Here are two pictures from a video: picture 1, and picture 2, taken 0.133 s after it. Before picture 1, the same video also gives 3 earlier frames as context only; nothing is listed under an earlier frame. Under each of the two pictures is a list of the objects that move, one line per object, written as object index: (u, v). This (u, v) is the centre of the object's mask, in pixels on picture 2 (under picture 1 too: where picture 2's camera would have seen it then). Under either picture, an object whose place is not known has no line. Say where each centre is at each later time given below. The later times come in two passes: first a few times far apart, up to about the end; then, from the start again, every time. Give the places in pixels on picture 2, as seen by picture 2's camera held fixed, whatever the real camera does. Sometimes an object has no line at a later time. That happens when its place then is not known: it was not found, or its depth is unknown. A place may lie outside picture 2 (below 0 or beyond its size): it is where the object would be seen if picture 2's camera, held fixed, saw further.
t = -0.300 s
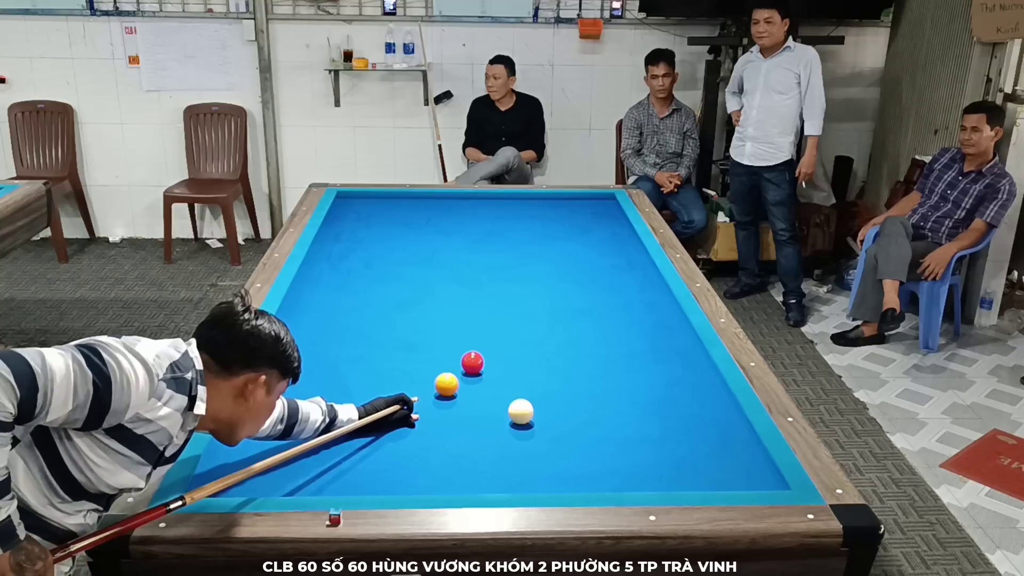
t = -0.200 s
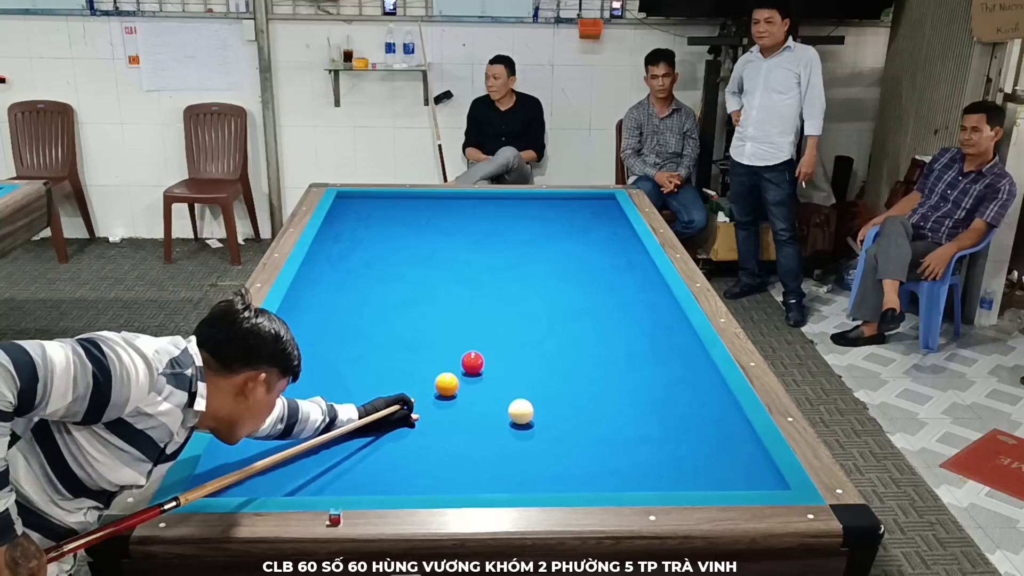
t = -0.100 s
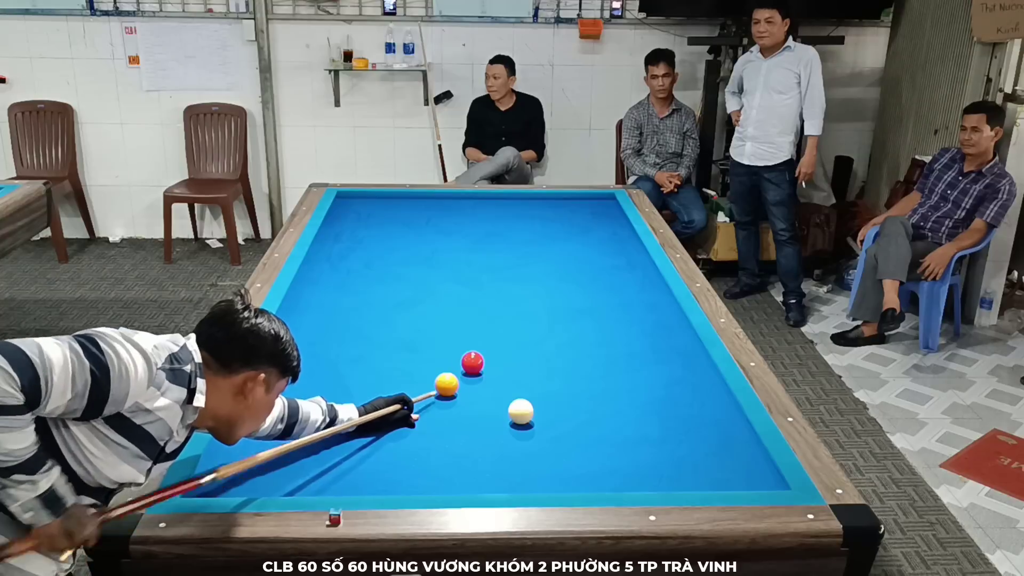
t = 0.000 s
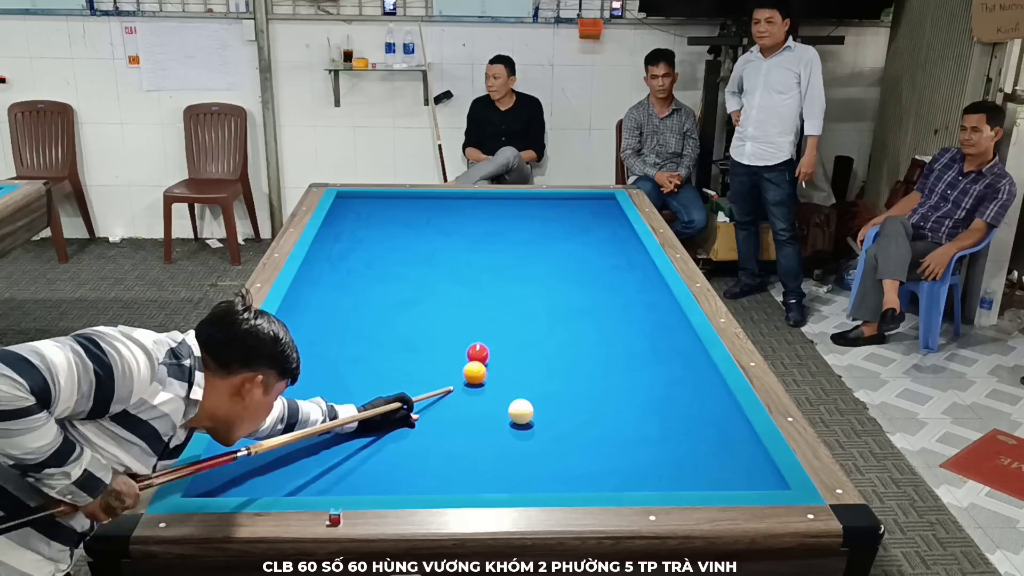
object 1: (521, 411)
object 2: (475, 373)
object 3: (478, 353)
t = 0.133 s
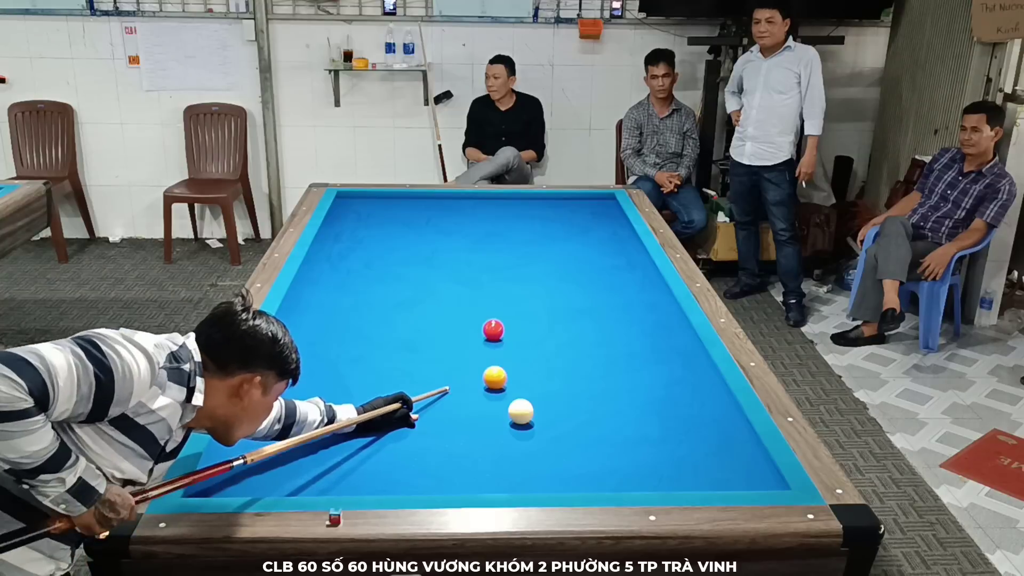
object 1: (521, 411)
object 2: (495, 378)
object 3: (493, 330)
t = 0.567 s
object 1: (521, 416)
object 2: (525, 398)
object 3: (527, 278)
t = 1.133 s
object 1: (523, 442)
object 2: (555, 409)
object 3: (558, 230)
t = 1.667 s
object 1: (525, 465)
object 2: (579, 415)
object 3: (580, 197)
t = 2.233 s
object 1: (528, 485)
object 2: (599, 420)
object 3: (613, 215)
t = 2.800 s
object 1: (528, 479)
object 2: (612, 423)
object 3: (621, 233)
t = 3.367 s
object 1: (529, 473)
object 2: (619, 425)
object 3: (617, 251)
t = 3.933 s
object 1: (528, 472)
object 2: (620, 425)
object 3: (614, 271)
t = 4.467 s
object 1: (528, 472)
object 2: (620, 425)
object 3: (610, 289)
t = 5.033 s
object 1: (528, 472)
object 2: (620, 425)
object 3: (605, 309)
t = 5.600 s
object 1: (528, 472)
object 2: (620, 425)
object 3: (601, 330)
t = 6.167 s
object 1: (528, 472)
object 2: (620, 425)
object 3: (597, 351)
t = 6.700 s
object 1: (528, 472)
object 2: (620, 426)
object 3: (592, 370)
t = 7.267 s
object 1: (528, 472)
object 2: (620, 426)
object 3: (587, 390)
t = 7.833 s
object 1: (528, 472)
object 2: (620, 426)
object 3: (582, 408)
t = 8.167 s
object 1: (528, 472)
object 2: (620, 426)
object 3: (580, 418)
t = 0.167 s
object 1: (521, 411)
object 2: (498, 379)
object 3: (497, 325)
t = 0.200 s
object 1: (521, 411)
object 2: (501, 381)
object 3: (500, 320)
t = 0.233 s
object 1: (521, 411)
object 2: (503, 383)
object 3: (503, 316)
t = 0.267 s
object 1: (521, 411)
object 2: (505, 385)
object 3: (505, 311)
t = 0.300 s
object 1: (521, 411)
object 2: (507, 388)
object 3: (508, 307)
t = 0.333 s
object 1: (521, 411)
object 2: (509, 389)
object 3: (510, 303)
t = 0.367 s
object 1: (521, 411)
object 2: (511, 391)
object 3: (513, 299)
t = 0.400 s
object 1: (521, 411)
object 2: (513, 392)
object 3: (515, 295)
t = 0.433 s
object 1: (521, 412)
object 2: (515, 394)
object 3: (518, 292)
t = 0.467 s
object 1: (521, 412)
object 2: (517, 395)
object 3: (520, 288)
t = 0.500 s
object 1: (521, 412)
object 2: (520, 396)
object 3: (522, 285)
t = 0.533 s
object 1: (521, 414)
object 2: (522, 397)
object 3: (525, 281)
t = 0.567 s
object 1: (521, 416)
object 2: (525, 398)
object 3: (527, 278)
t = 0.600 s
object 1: (521, 417)
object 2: (527, 399)
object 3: (529, 274)
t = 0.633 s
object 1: (521, 419)
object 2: (528, 400)
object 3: (531, 271)
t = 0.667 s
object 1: (521, 420)
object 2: (530, 401)
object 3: (533, 268)
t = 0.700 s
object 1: (521, 422)
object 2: (532, 402)
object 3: (535, 265)
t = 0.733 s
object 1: (521, 423)
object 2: (534, 403)
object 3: (537, 262)
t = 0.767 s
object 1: (521, 425)
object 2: (535, 404)
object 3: (539, 259)
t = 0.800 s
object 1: (521, 426)
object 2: (537, 404)
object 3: (541, 256)
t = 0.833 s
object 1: (521, 428)
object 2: (539, 405)
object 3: (543, 253)
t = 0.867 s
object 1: (522, 430)
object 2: (541, 405)
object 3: (545, 250)
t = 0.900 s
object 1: (522, 431)
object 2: (543, 406)
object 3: (546, 247)
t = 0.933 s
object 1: (522, 432)
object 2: (545, 406)
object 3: (548, 245)
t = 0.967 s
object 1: (522, 434)
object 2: (546, 407)
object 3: (550, 242)
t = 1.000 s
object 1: (522, 436)
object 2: (548, 407)
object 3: (552, 239)
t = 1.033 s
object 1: (522, 437)
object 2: (550, 407)
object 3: (553, 237)
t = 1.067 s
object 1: (522, 439)
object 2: (551, 408)
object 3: (555, 234)
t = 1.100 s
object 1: (522, 440)
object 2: (553, 408)
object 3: (557, 232)
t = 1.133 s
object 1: (523, 442)
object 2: (555, 409)
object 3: (558, 230)
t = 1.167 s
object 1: (523, 443)
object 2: (557, 409)
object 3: (560, 227)
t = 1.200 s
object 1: (523, 444)
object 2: (558, 409)
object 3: (561, 225)
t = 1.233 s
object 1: (523, 446)
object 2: (560, 410)
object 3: (563, 222)
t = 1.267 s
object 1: (523, 448)
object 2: (561, 410)
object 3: (564, 220)
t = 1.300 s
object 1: (523, 449)
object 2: (563, 411)
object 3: (566, 218)
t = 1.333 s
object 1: (524, 450)
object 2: (564, 411)
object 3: (567, 216)
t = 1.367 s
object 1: (524, 452)
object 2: (566, 411)
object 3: (569, 214)
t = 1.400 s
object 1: (524, 454)
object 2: (567, 412)
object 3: (570, 212)
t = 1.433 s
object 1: (524, 455)
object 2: (569, 412)
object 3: (571, 210)
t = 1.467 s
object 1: (524, 457)
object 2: (570, 412)
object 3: (572, 208)
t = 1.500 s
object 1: (524, 458)
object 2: (572, 413)
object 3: (574, 206)
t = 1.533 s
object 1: (524, 459)
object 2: (573, 413)
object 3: (575, 204)
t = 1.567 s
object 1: (525, 461)
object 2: (575, 414)
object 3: (576, 202)
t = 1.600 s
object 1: (525, 462)
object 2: (576, 414)
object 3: (578, 200)
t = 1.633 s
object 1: (525, 464)
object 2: (578, 414)
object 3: (579, 198)
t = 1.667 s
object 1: (525, 465)
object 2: (579, 415)
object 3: (580, 197)
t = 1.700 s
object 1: (525, 467)
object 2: (580, 415)
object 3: (582, 197)
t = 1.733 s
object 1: (525, 468)
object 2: (581, 415)
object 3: (584, 199)
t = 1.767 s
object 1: (525, 469)
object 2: (583, 416)
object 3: (586, 200)
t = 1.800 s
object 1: (526, 471)
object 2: (584, 416)
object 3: (588, 201)
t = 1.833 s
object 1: (526, 472)
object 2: (585, 416)
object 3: (590, 202)
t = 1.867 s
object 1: (526, 474)
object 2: (586, 417)
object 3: (592, 203)
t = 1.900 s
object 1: (526, 475)
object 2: (588, 417)
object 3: (593, 204)
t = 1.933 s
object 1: (526, 476)
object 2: (589, 417)
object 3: (595, 206)
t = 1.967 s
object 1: (527, 478)
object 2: (590, 418)
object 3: (597, 207)
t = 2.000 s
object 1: (527, 479)
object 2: (591, 418)
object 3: (599, 208)
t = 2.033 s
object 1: (527, 480)
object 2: (592, 418)
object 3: (601, 209)
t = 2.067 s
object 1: (527, 481)
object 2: (593, 418)
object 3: (603, 210)
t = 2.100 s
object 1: (527, 482)
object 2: (594, 419)
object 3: (605, 211)
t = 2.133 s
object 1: (528, 483)
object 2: (596, 419)
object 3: (607, 212)
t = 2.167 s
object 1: (528, 483)
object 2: (597, 419)
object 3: (609, 213)
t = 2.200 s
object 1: (528, 484)
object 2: (598, 420)
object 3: (611, 214)
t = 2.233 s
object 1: (528, 485)
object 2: (599, 420)
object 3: (613, 215)
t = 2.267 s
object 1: (528, 486)
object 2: (600, 420)
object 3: (615, 217)
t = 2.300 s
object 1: (528, 486)
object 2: (601, 420)
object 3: (617, 218)
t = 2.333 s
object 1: (528, 485)
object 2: (602, 420)
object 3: (619, 219)
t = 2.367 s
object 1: (528, 485)
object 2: (602, 421)
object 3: (621, 220)
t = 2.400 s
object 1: (528, 484)
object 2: (603, 421)
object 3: (623, 221)
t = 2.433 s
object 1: (528, 484)
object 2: (604, 421)
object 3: (623, 222)
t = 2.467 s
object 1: (528, 483)
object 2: (605, 422)
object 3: (623, 223)
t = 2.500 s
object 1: (528, 483)
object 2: (606, 422)
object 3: (623, 224)
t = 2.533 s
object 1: (528, 483)
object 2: (607, 422)
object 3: (622, 225)
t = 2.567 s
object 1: (528, 482)
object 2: (607, 422)
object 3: (622, 226)
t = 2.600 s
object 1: (528, 482)
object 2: (608, 422)
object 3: (622, 227)
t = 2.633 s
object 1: (528, 481)
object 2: (609, 423)
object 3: (622, 228)
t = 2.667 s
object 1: (528, 481)
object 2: (609, 423)
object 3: (622, 229)
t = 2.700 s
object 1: (528, 481)
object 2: (610, 423)
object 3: (621, 230)
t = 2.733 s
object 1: (528, 480)
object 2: (611, 423)
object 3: (621, 231)
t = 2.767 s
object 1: (528, 480)
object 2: (611, 423)
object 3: (621, 232)
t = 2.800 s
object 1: (528, 479)
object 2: (612, 423)
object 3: (621, 233)
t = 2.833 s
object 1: (528, 479)
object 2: (613, 424)
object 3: (621, 234)
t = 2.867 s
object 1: (528, 479)
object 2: (613, 424)
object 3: (620, 235)
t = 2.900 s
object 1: (528, 478)
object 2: (614, 424)
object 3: (620, 237)
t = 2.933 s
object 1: (528, 478)
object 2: (614, 424)
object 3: (620, 238)
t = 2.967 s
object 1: (528, 477)
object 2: (615, 424)
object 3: (620, 239)
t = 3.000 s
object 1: (528, 477)
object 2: (615, 424)
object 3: (619, 240)
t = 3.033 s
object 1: (528, 476)
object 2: (616, 424)
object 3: (619, 241)
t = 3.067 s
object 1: (529, 476)
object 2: (616, 425)
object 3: (619, 242)
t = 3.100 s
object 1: (529, 476)
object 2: (616, 425)
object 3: (619, 243)
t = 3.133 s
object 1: (529, 475)
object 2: (617, 425)
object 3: (619, 244)
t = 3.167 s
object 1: (529, 475)
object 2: (617, 425)
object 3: (619, 245)
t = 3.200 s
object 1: (529, 475)
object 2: (617, 425)
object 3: (618, 246)
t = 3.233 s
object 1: (529, 474)
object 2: (617, 425)
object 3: (618, 247)
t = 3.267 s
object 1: (529, 474)
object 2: (618, 425)
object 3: (618, 248)
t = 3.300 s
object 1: (529, 474)
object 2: (618, 425)
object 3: (618, 249)
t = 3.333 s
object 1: (529, 473)
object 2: (618, 425)
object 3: (617, 250)
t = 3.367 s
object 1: (529, 473)
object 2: (619, 425)
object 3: (617, 251)
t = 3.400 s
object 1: (529, 473)
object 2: (619, 425)
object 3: (617, 253)
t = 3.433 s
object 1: (529, 473)
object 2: (619, 425)
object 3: (617, 254)
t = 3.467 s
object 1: (529, 473)
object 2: (619, 425)
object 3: (616, 255)
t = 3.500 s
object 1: (529, 472)
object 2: (619, 425)
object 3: (616, 256)
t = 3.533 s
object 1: (529, 472)
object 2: (619, 425)
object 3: (616, 257)
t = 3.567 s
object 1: (529, 472)
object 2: (620, 425)
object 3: (616, 258)
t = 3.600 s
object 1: (529, 472)
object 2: (620, 425)
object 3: (616, 259)
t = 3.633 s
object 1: (528, 472)
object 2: (620, 425)
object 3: (615, 260)
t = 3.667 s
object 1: (528, 472)
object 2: (620, 425)
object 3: (615, 262)
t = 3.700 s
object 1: (528, 472)
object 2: (620, 425)
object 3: (615, 263)
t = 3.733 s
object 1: (528, 472)
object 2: (620, 425)
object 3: (615, 264)
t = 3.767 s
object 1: (528, 472)
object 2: (620, 425)
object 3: (615, 265)
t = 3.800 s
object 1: (528, 472)
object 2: (620, 425)
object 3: (614, 266)
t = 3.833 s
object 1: (528, 472)
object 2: (620, 425)
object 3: (614, 267)
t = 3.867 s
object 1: (528, 472)
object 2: (620, 425)
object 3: (614, 268)
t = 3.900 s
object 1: (528, 472)
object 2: (620, 425)
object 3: (614, 269)
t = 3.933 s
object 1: (528, 472)
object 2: (620, 425)
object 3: (614, 271)
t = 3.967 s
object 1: (528, 472)
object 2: (620, 425)
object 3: (613, 272)
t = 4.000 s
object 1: (528, 472)
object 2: (620, 425)
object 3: (613, 273)
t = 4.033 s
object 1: (528, 472)
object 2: (620, 425)
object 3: (613, 274)
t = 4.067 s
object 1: (528, 472)
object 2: (620, 425)
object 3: (613, 275)
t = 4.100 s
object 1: (528, 472)
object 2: (620, 425)
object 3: (612, 276)
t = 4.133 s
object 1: (528, 472)
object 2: (620, 425)
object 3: (612, 277)
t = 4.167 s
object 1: (528, 472)
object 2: (620, 425)
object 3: (612, 279)
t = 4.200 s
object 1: (528, 472)
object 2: (620, 425)
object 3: (611, 280)
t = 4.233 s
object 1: (528, 472)
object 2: (620, 425)
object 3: (611, 281)
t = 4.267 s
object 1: (528, 472)
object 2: (620, 425)
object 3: (611, 282)
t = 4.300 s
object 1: (528, 472)
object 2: (620, 425)
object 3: (611, 283)
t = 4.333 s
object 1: (528, 472)
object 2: (620, 425)
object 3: (610, 284)
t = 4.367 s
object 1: (528, 472)
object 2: (620, 425)
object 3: (610, 286)
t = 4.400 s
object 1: (528, 472)
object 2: (620, 425)
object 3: (610, 287)
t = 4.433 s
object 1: (528, 472)
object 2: (620, 425)
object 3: (610, 288)
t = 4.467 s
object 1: (528, 472)
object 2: (620, 425)
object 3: (610, 289)
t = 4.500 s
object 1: (528, 472)
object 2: (620, 425)
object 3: (609, 290)
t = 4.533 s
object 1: (528, 472)
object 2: (620, 425)
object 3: (609, 292)
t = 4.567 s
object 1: (528, 472)
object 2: (620, 425)
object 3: (609, 293)
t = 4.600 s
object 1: (528, 472)
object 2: (620, 425)
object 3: (608, 294)
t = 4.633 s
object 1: (528, 472)
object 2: (620, 425)
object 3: (608, 295)
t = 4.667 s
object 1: (528, 472)
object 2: (620, 425)
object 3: (608, 296)
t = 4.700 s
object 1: (528, 472)
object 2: (620, 425)
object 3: (608, 297)
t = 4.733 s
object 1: (528, 472)
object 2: (620, 425)
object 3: (607, 299)
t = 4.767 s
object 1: (528, 472)
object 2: (620, 425)
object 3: (607, 300)
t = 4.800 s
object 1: (528, 472)
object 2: (620, 425)
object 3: (607, 301)
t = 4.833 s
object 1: (528, 472)
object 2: (620, 425)
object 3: (607, 302)
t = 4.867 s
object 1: (528, 472)
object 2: (620, 425)
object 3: (607, 303)
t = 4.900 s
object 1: (528, 472)
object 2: (620, 425)
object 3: (606, 305)
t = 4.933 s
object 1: (528, 472)
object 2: (620, 425)
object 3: (606, 306)
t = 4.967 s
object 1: (528, 472)
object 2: (620, 425)
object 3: (606, 307)
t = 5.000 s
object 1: (528, 472)
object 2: (620, 425)
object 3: (606, 308)
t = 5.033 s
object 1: (528, 472)
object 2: (620, 425)
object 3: (605, 309)
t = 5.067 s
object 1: (528, 472)
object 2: (620, 425)
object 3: (605, 311)
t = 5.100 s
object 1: (528, 472)
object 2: (620, 425)
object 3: (605, 312)
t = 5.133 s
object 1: (528, 472)
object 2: (620, 425)
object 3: (605, 313)
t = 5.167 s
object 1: (528, 472)
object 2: (620, 425)
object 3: (604, 314)
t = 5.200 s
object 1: (528, 472)
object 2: (620, 425)
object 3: (604, 316)
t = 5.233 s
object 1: (528, 472)
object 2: (620, 425)
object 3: (604, 317)
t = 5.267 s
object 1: (528, 472)
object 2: (620, 425)
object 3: (604, 318)
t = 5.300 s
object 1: (528, 472)
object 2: (620, 425)
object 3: (603, 319)
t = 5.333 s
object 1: (528, 472)
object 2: (620, 425)
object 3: (603, 320)
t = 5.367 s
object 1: (528, 472)
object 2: (620, 425)
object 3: (603, 322)
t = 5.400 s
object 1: (528, 472)
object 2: (620, 425)
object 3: (603, 323)
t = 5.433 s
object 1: (528, 472)
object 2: (620, 425)
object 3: (602, 324)
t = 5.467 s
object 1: (528, 472)
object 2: (620, 425)
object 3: (602, 325)
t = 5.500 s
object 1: (528, 472)
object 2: (620, 425)
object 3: (602, 326)
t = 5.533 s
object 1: (528, 472)
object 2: (620, 425)
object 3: (602, 328)
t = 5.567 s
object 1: (528, 472)
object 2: (620, 425)
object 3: (601, 329)
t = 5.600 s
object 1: (528, 472)
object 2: (620, 425)
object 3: (601, 330)
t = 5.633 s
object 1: (528, 472)
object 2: (620, 425)
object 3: (601, 331)
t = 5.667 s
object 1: (528, 472)
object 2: (620, 425)
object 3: (601, 332)
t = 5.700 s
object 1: (528, 472)
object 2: (620, 425)
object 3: (600, 334)
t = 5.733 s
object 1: (528, 472)
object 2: (620, 425)
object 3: (600, 335)
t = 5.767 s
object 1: (528, 472)
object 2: (620, 425)
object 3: (600, 336)
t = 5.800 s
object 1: (528, 472)
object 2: (620, 425)
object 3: (600, 337)
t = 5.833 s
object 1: (528, 472)
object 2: (620, 425)
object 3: (599, 338)
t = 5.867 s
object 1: (528, 472)
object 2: (620, 425)
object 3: (599, 340)
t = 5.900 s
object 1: (528, 472)
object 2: (620, 425)
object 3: (599, 341)
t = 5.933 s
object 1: (528, 472)
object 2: (620, 425)
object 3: (598, 342)
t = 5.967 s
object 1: (528, 472)
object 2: (620, 425)
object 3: (598, 343)
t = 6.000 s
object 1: (528, 472)
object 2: (620, 425)
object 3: (598, 344)
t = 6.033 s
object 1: (528, 472)
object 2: (620, 425)
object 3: (598, 346)
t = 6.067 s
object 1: (528, 472)
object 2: (620, 425)
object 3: (597, 347)
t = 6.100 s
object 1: (528, 472)
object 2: (620, 425)
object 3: (597, 348)
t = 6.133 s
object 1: (528, 472)
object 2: (620, 425)
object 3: (597, 349)
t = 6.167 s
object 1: (528, 472)
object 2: (620, 425)
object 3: (597, 351)
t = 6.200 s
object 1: (528, 472)
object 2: (620, 425)
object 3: (596, 352)
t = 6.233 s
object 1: (528, 472)
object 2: (620, 425)
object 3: (596, 353)
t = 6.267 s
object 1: (528, 472)
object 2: (620, 425)
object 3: (596, 354)
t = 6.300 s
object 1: (528, 472)
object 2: (620, 425)
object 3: (596, 355)
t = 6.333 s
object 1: (528, 472)
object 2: (620, 425)
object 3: (595, 357)
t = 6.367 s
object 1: (528, 472)
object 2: (620, 426)
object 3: (595, 358)
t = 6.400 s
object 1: (528, 472)
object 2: (620, 426)
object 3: (595, 359)
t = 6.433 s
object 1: (528, 472)
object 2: (620, 425)
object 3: (595, 360)
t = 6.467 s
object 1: (528, 472)
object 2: (620, 425)
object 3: (594, 361)
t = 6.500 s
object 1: (528, 472)
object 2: (620, 426)
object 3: (594, 363)
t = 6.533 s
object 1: (528, 472)
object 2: (620, 425)
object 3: (594, 364)
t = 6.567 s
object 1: (528, 472)
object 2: (620, 426)
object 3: (593, 365)
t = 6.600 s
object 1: (528, 472)
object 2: (620, 426)
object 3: (593, 366)
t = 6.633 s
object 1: (528, 472)
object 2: (620, 426)
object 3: (593, 368)
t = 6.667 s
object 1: (528, 472)
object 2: (620, 426)
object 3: (592, 369)
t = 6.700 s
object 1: (528, 472)
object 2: (620, 426)
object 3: (592, 370)
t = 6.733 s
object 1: (528, 472)
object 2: (620, 426)
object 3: (592, 371)
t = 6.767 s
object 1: (528, 472)
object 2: (620, 426)
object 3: (592, 372)
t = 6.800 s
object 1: (528, 472)
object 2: (620, 426)
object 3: (591, 374)
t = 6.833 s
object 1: (528, 472)
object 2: (620, 426)
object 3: (591, 375)
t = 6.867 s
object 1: (528, 472)
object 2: (620, 426)
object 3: (591, 376)
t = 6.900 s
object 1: (528, 472)
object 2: (620, 425)
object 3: (590, 377)
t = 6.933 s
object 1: (528, 472)
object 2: (620, 426)
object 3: (590, 378)
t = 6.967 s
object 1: (528, 472)
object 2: (620, 425)
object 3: (590, 379)
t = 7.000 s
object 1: (528, 472)
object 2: (620, 425)
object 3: (589, 380)
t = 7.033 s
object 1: (528, 472)
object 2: (620, 425)
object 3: (589, 381)
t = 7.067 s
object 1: (528, 472)
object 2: (620, 426)
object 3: (589, 383)
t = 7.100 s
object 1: (528, 472)
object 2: (620, 426)
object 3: (589, 384)
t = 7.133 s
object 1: (528, 472)
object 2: (620, 426)
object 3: (588, 385)
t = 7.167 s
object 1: (528, 472)
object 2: (620, 426)
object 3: (588, 386)
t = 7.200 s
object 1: (528, 472)
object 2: (620, 425)
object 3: (588, 387)
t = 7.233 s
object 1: (528, 472)
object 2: (620, 425)
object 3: (587, 388)
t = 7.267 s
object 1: (528, 472)
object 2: (620, 426)
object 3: (587, 390)
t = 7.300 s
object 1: (528, 472)
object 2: (620, 426)
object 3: (587, 391)
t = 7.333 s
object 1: (528, 472)
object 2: (620, 426)
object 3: (587, 392)
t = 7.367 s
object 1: (528, 472)
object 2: (620, 426)
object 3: (586, 393)
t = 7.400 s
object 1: (528, 472)
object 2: (620, 426)
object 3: (586, 394)
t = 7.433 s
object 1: (528, 472)
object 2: (620, 426)
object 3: (586, 395)
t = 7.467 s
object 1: (528, 472)
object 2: (620, 426)
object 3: (585, 396)
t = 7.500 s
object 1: (528, 472)
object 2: (620, 426)
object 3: (585, 397)
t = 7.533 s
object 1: (528, 472)
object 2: (620, 426)
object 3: (585, 398)
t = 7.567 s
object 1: (528, 472)
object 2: (620, 425)
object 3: (584, 399)
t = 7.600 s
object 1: (528, 472)
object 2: (620, 426)
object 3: (584, 401)
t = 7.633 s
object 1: (528, 472)
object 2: (620, 426)
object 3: (584, 401)
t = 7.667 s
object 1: (528, 472)
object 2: (620, 426)
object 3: (584, 403)
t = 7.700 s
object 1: (528, 472)
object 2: (620, 425)
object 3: (583, 404)
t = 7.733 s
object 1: (528, 472)
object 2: (620, 426)
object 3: (583, 405)
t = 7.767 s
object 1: (528, 472)
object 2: (620, 426)
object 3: (583, 406)
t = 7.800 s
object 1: (528, 472)
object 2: (620, 426)
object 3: (583, 407)
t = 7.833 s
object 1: (528, 472)
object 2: (620, 426)
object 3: (582, 408)
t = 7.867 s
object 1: (528, 472)
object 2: (620, 426)
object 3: (582, 409)
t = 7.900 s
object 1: (528, 472)
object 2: (620, 426)
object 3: (582, 410)
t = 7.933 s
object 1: (528, 472)
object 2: (620, 426)
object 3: (582, 411)
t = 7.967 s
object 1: (528, 472)
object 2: (620, 426)
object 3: (581, 412)
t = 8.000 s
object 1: (528, 472)
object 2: (620, 426)
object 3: (581, 413)
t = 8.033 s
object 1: (528, 472)
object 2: (620, 426)
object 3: (581, 414)
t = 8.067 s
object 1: (528, 472)
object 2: (620, 426)
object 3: (581, 415)
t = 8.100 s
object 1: (528, 472)
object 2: (620, 426)
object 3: (580, 416)
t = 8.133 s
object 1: (528, 472)
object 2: (620, 426)
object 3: (580, 417)
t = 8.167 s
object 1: (528, 472)
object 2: (620, 426)
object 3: (580, 418)
